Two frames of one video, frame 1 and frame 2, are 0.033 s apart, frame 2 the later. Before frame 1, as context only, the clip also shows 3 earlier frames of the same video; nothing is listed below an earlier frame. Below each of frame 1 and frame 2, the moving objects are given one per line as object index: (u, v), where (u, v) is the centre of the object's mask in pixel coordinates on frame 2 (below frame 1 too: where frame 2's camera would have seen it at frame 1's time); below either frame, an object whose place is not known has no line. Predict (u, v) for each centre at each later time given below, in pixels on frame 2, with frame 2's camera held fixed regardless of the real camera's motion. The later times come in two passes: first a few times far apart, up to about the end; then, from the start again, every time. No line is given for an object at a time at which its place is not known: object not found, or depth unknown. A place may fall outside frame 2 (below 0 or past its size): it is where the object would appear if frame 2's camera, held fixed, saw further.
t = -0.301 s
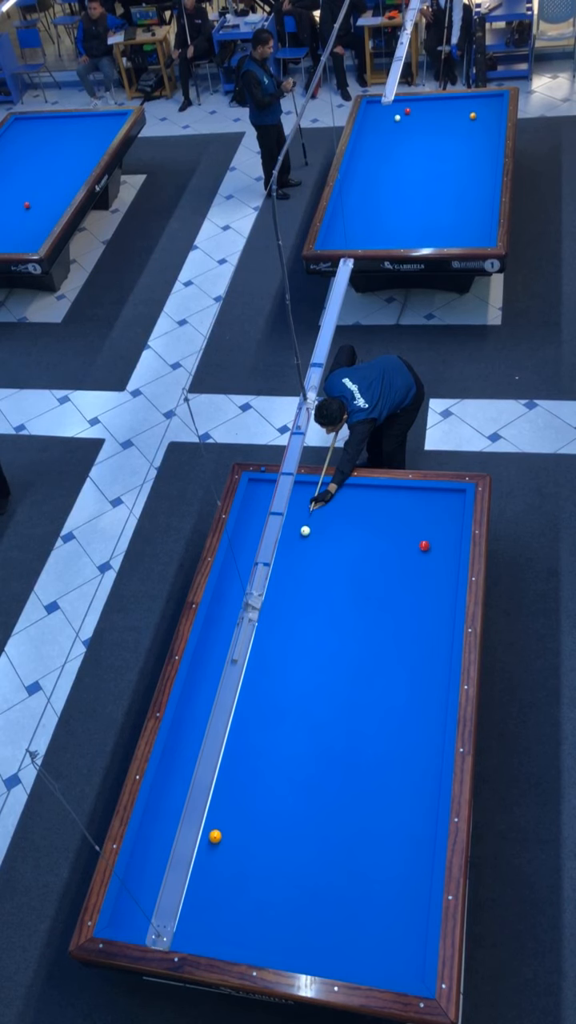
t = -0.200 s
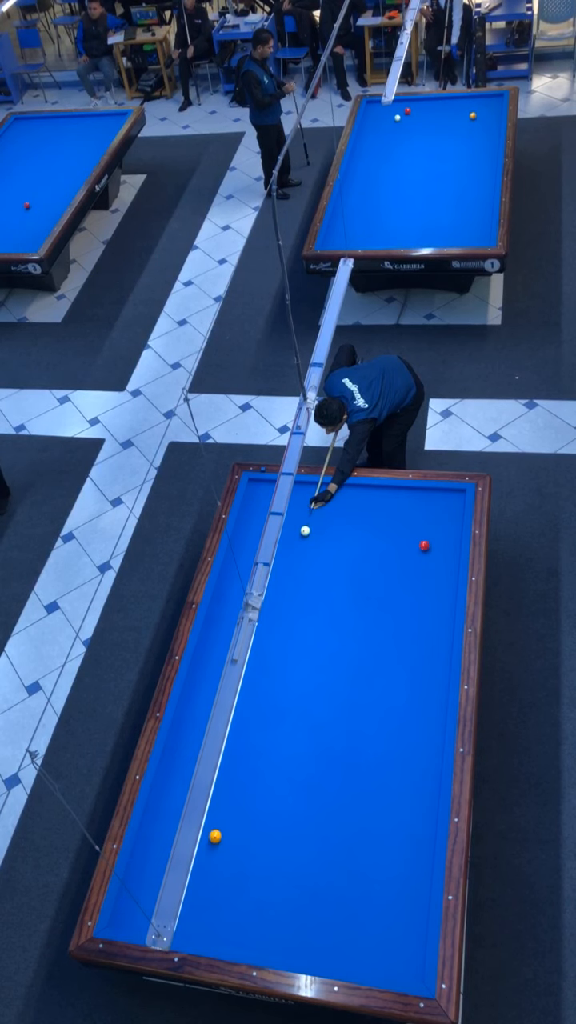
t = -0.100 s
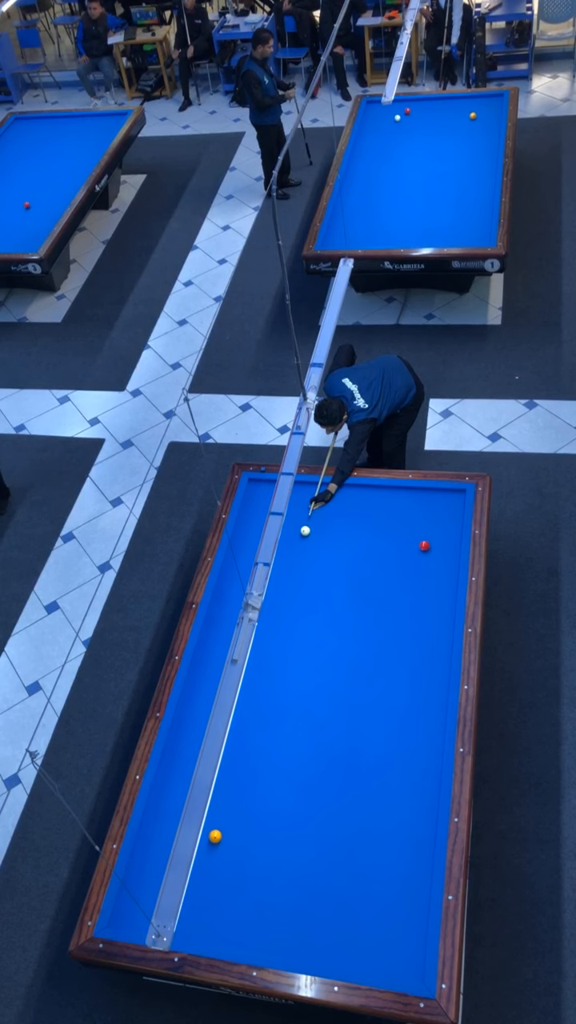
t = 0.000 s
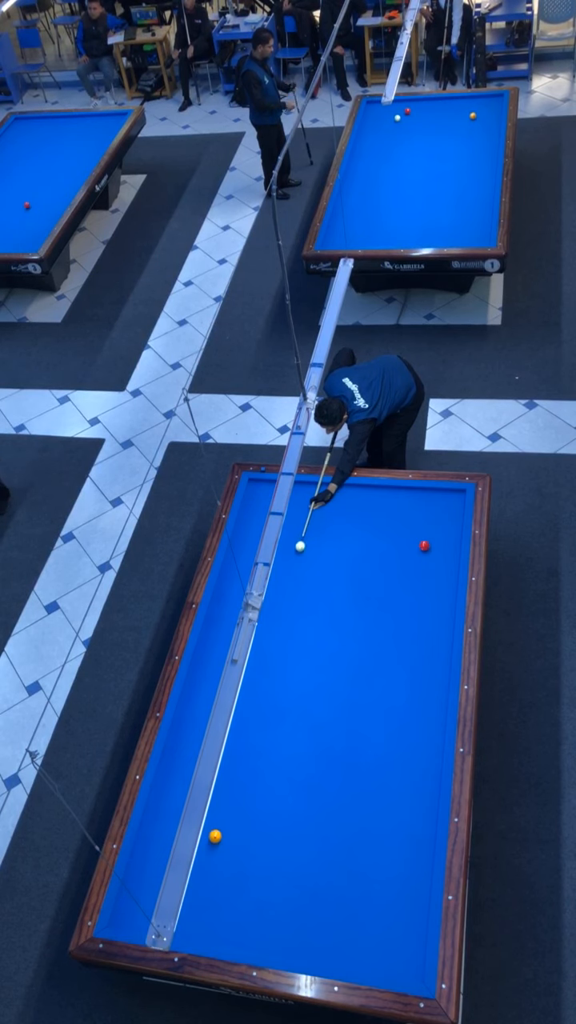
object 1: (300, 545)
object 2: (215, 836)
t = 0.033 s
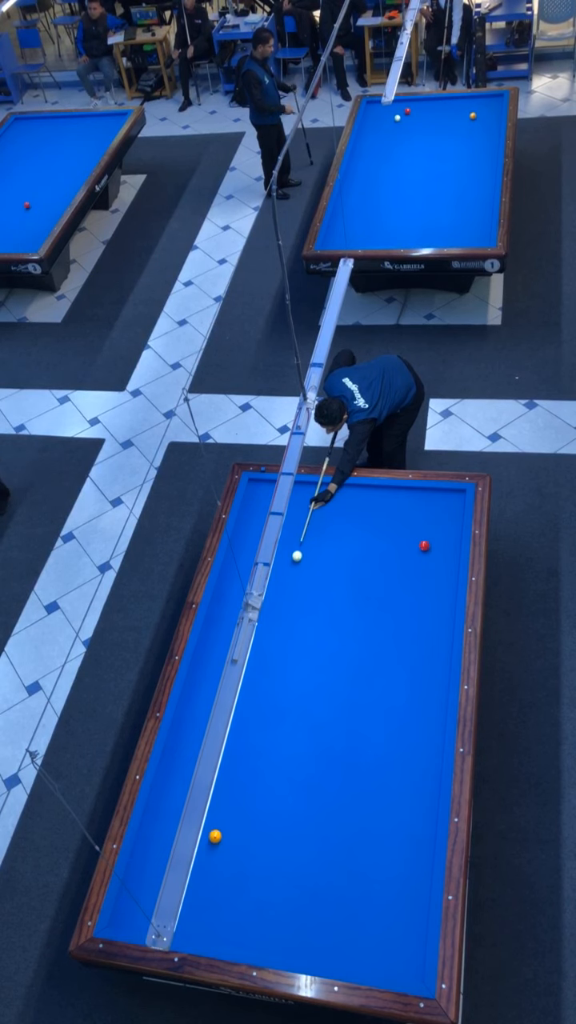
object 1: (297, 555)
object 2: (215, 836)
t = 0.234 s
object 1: (278, 613)
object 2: (215, 836)
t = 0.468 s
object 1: (253, 685)
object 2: (215, 836)
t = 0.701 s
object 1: (226, 767)
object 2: (215, 836)
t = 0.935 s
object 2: (223, 845)
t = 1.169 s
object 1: (133, 922)
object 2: (243, 865)
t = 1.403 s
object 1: (138, 865)
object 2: (263, 884)
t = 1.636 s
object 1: (163, 829)
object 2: (283, 905)
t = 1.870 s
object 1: (184, 795)
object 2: (303, 925)
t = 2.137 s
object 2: (327, 949)
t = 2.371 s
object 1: (232, 730)
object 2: (347, 958)
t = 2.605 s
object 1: (251, 702)
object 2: (364, 952)
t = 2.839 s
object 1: (269, 676)
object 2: (381, 947)
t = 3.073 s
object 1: (285, 651)
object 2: (398, 942)
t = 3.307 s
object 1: (301, 627)
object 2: (413, 937)
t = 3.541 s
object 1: (317, 605)
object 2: (417, 930)
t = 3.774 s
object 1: (331, 584)
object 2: (410, 923)
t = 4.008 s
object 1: (345, 565)
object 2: (404, 916)
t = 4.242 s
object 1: (357, 546)
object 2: (398, 909)
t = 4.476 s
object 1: (370, 528)
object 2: (393, 903)
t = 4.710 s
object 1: (382, 511)
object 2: (388, 898)
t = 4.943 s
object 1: (393, 494)
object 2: (383, 893)
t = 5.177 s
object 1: (403, 496)
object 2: (379, 889)
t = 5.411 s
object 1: (412, 506)
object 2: (376, 886)
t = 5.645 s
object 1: (420, 516)
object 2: (372, 882)
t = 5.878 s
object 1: (429, 525)
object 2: (370, 879)
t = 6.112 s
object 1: (438, 535)
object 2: (368, 877)
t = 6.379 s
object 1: (448, 546)
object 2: (366, 875)
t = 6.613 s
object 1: (454, 555)
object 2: (364, 873)
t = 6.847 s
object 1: (449, 561)
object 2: (364, 872)
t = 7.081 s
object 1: (443, 568)
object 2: (363, 871)
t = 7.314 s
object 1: (438, 574)
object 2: (363, 871)
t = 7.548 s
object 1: (433, 580)
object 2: (363, 871)
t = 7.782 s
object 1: (428, 585)
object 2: (363, 871)
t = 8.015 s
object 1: (423, 590)
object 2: (363, 871)
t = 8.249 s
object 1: (419, 596)
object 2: (363, 871)
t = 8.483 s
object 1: (414, 600)
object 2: (363, 871)
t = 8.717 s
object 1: (411, 604)
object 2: (363, 871)
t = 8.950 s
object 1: (407, 609)
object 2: (363, 871)
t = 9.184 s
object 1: (404, 612)
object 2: (363, 871)
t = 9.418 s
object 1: (401, 615)
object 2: (363, 871)
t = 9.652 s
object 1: (398, 618)
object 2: (363, 871)
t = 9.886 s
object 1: (396, 621)
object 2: (363, 871)
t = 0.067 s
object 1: (293, 566)
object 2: (215, 836)
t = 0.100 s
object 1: (290, 575)
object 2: (215, 836)
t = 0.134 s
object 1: (287, 584)
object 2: (215, 836)
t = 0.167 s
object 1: (284, 594)
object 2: (215, 836)
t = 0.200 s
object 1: (281, 603)
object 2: (215, 836)
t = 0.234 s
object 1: (278, 613)
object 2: (215, 836)
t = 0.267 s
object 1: (274, 623)
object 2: (215, 836)
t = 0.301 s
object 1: (271, 633)
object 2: (215, 836)
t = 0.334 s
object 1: (268, 643)
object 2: (215, 836)
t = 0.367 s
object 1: (264, 653)
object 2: (215, 836)
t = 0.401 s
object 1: (261, 664)
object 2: (215, 836)
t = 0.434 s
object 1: (257, 674)
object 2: (215, 836)
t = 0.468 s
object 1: (253, 685)
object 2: (215, 836)
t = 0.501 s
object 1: (250, 696)
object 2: (215, 836)
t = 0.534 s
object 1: (246, 708)
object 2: (215, 836)
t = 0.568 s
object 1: (242, 719)
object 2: (215, 836)
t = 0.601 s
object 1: (238, 731)
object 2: (215, 836)
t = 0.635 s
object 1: (234, 743)
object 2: (215, 836)
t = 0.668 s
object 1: (231, 755)
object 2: (215, 836)
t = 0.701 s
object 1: (226, 767)
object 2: (215, 836)
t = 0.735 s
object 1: (222, 780)
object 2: (215, 836)
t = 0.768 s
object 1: (218, 792)
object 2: (215, 836)
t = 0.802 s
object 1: (214, 805)
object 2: (215, 836)
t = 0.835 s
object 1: (210, 819)
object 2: (215, 836)
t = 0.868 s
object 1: (205, 831)
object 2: (216, 837)
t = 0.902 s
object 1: (200, 841)
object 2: (219, 841)
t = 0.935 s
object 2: (223, 845)
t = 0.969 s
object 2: (226, 848)
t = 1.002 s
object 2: (229, 850)
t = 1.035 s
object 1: (160, 884)
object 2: (232, 853)
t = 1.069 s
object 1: (154, 895)
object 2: (234, 856)
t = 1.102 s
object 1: (147, 906)
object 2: (237, 859)
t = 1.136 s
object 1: (139, 918)
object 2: (240, 862)
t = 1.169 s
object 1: (133, 922)
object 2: (243, 865)
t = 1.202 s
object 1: (133, 911)
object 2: (246, 867)
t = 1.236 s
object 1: (132, 901)
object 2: (249, 870)
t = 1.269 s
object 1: (131, 892)
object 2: (252, 873)
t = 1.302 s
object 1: (129, 883)
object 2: (254, 876)
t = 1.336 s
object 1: (129, 876)
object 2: (257, 879)
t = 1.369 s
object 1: (134, 870)
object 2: (260, 882)
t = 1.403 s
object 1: (138, 865)
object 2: (263, 884)
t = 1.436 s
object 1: (142, 859)
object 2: (266, 887)
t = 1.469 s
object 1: (145, 854)
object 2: (269, 890)
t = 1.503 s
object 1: (149, 849)
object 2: (271, 893)
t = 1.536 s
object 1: (152, 844)
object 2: (274, 896)
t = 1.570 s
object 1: (156, 839)
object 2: (277, 899)
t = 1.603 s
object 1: (159, 834)
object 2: (280, 902)
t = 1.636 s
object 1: (163, 829)
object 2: (283, 905)
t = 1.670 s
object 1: (166, 824)
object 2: (286, 908)
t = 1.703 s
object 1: (170, 819)
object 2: (289, 910)
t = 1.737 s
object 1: (173, 814)
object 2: (292, 913)
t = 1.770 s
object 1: (176, 810)
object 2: (295, 916)
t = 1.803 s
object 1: (179, 805)
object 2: (297, 919)
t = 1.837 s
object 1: (181, 800)
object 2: (300, 922)
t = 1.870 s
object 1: (184, 795)
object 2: (303, 925)
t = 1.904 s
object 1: (186, 790)
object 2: (306, 928)
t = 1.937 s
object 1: (188, 785)
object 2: (309, 931)
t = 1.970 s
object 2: (312, 934)
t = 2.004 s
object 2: (315, 937)
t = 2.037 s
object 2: (318, 940)
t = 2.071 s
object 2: (321, 943)
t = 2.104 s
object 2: (324, 946)
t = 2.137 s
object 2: (327, 949)
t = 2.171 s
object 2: (330, 952)
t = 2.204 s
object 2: (333, 955)
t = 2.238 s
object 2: (336, 957)
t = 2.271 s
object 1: (227, 742)
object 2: (339, 960)
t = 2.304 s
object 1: (228, 738)
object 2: (341, 960)
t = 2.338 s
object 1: (230, 734)
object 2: (344, 959)
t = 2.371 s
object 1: (232, 730)
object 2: (347, 958)
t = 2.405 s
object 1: (235, 726)
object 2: (349, 958)
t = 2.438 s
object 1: (237, 721)
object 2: (352, 957)
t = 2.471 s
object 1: (240, 717)
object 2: (354, 956)
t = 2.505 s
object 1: (243, 713)
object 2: (357, 955)
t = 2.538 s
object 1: (245, 710)
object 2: (359, 954)
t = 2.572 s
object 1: (248, 705)
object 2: (362, 953)
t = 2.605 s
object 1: (251, 702)
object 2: (364, 952)
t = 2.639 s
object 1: (253, 698)
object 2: (367, 952)
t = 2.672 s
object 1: (256, 694)
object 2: (369, 951)
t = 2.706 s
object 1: (259, 690)
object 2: (372, 950)
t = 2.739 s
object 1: (261, 687)
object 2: (374, 949)
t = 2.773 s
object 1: (264, 683)
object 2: (377, 948)
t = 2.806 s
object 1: (266, 679)
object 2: (379, 948)
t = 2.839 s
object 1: (269, 676)
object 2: (381, 947)
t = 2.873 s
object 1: (271, 672)
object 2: (384, 946)
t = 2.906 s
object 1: (274, 668)
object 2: (386, 945)
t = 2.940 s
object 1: (276, 665)
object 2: (388, 945)
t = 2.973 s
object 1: (278, 661)
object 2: (391, 944)
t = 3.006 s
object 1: (281, 658)
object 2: (393, 943)
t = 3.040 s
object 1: (283, 654)
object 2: (396, 942)
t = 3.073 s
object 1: (285, 651)
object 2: (398, 942)
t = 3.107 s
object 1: (288, 647)
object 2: (400, 941)
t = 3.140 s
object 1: (290, 644)
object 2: (402, 940)
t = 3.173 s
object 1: (293, 640)
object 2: (404, 940)
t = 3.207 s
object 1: (295, 637)
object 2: (406, 939)
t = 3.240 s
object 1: (297, 634)
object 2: (409, 938)
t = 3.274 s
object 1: (299, 631)
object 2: (411, 938)
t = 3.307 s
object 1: (301, 627)
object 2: (413, 937)
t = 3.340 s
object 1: (304, 624)
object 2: (415, 936)
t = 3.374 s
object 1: (306, 621)
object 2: (417, 935)
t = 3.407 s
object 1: (308, 618)
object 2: (419, 934)
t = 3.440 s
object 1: (310, 614)
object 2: (420, 934)
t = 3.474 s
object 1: (312, 612)
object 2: (419, 932)
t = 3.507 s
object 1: (315, 608)
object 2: (418, 931)
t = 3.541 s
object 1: (317, 605)
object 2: (417, 930)
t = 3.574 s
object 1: (319, 602)
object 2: (416, 929)
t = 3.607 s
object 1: (321, 599)
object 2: (415, 928)
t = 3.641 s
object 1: (323, 596)
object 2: (414, 927)
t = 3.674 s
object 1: (325, 593)
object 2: (413, 926)
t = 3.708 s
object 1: (327, 590)
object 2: (412, 924)
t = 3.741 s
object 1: (329, 587)
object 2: (411, 923)
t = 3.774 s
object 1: (331, 584)
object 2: (410, 923)
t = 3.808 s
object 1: (333, 581)
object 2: (409, 922)
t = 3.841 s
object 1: (335, 579)
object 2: (408, 920)
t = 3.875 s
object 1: (337, 576)
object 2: (407, 919)
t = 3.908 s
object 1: (339, 573)
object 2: (407, 919)
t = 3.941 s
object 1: (341, 570)
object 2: (406, 917)
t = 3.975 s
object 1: (343, 567)
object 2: (405, 917)
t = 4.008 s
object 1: (345, 565)
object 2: (404, 916)
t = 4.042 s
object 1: (346, 562)
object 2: (403, 915)
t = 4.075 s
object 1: (348, 559)
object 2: (402, 914)
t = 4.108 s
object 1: (350, 556)
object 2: (401, 913)
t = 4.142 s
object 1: (352, 554)
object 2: (400, 912)
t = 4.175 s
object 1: (354, 551)
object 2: (400, 911)
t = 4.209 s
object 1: (356, 548)
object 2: (399, 910)
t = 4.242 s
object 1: (357, 546)
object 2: (398, 909)
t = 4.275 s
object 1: (359, 543)
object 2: (397, 908)
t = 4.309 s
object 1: (361, 541)
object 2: (397, 907)
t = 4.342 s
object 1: (363, 538)
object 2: (396, 907)
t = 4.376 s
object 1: (365, 536)
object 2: (395, 906)
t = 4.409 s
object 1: (366, 533)
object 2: (394, 905)
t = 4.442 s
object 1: (368, 530)
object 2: (394, 904)
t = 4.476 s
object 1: (370, 528)
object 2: (393, 903)
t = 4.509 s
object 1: (371, 525)
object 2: (392, 902)
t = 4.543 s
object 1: (373, 523)
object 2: (391, 902)
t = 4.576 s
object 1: (375, 520)
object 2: (391, 901)
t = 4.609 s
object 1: (377, 518)
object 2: (390, 900)
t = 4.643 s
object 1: (378, 515)
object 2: (389, 899)
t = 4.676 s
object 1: (380, 513)
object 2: (388, 899)
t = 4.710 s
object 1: (382, 511)
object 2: (388, 898)
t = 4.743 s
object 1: (383, 509)
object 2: (387, 897)
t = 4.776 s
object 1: (385, 506)
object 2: (387, 897)
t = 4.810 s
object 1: (386, 504)
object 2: (386, 896)
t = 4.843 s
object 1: (388, 502)
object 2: (385, 895)
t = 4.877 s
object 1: (390, 499)
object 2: (384, 895)
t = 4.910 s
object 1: (391, 497)
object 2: (384, 894)
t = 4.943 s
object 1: (393, 494)
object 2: (383, 893)
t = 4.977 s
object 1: (394, 492)
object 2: (383, 893)
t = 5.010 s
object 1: (396, 490)
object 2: (382, 892)
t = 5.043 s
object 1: (397, 491)
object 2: (381, 891)
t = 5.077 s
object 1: (399, 492)
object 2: (381, 891)
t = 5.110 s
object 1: (400, 493)
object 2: (380, 890)
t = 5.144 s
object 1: (401, 495)
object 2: (380, 890)
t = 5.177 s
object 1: (403, 496)
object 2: (379, 889)
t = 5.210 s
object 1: (404, 498)
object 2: (379, 889)
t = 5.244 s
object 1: (405, 499)
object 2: (378, 888)
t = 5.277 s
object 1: (406, 500)
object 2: (378, 888)
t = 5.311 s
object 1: (408, 502)
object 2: (377, 887)
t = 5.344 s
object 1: (409, 503)
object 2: (377, 887)
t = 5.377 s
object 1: (410, 505)
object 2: (376, 886)
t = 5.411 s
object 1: (412, 506)
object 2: (376, 886)
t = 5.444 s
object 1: (413, 507)
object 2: (375, 885)
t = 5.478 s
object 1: (414, 509)
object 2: (375, 885)
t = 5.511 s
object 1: (415, 510)
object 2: (374, 884)
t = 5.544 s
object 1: (417, 512)
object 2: (374, 883)
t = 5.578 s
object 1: (418, 513)
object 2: (373, 883)
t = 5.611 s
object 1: (419, 515)
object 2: (373, 883)
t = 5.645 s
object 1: (420, 516)
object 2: (372, 882)
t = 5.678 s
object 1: (421, 517)
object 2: (372, 882)
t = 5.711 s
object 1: (423, 518)
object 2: (372, 882)
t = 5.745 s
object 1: (424, 520)
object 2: (371, 881)
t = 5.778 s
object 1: (425, 521)
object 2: (371, 880)
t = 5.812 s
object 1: (427, 523)
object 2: (370, 880)
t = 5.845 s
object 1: (428, 524)
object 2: (370, 880)
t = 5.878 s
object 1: (429, 525)
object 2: (370, 879)
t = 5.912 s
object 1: (430, 527)
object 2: (369, 879)
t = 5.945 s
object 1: (432, 528)
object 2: (369, 879)
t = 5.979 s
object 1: (433, 530)
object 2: (369, 878)
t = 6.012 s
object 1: (434, 531)
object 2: (368, 878)
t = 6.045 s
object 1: (435, 532)
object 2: (368, 878)
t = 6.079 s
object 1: (437, 534)
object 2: (368, 877)
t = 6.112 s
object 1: (438, 535)
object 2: (368, 877)
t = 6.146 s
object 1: (439, 536)
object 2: (367, 877)
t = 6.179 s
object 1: (440, 538)
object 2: (367, 876)
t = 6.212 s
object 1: (441, 539)
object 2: (367, 876)
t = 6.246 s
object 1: (443, 540)
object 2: (367, 876)
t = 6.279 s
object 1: (444, 542)
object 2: (366, 876)
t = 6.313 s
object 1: (445, 543)
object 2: (366, 875)
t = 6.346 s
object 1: (446, 544)
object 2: (366, 875)
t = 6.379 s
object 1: (448, 546)
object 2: (366, 875)
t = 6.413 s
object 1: (449, 547)
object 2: (366, 874)
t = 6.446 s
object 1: (450, 548)
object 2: (365, 874)
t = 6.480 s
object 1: (451, 549)
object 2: (365, 874)
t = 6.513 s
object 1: (453, 551)
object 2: (365, 874)
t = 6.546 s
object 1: (454, 552)
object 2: (365, 874)
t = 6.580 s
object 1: (455, 553)
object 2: (365, 873)
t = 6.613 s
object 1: (454, 555)
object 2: (364, 873)
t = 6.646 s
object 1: (454, 556)
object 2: (364, 873)
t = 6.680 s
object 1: (453, 557)
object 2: (364, 873)
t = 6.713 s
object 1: (452, 558)
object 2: (364, 872)
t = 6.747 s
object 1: (451, 558)
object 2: (364, 872)
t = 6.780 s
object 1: (450, 559)
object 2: (364, 872)
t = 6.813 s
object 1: (450, 560)
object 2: (364, 872)
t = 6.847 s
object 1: (449, 561)
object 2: (364, 872)
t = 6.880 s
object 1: (448, 562)
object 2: (364, 872)
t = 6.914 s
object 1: (447, 563)
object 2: (363, 872)
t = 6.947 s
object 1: (446, 564)
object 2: (363, 872)
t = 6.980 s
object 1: (445, 565)
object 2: (363, 872)
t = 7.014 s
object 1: (445, 566)
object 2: (363, 872)
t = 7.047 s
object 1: (444, 567)
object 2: (363, 872)
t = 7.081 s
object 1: (443, 568)
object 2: (363, 871)
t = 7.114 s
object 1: (442, 568)
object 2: (363, 871)
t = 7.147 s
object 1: (441, 569)
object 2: (363, 871)
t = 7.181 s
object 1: (441, 570)
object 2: (363, 871)
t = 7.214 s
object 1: (440, 571)
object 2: (363, 871)
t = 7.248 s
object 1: (439, 572)
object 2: (363, 871)
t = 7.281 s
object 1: (438, 573)
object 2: (363, 871)
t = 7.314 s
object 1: (438, 574)
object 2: (363, 871)
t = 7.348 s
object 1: (437, 575)
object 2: (363, 871)
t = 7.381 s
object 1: (436, 575)
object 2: (363, 871)
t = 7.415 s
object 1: (435, 576)
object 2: (363, 871)
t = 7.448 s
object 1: (435, 577)
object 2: (363, 871)
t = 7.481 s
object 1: (434, 578)
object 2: (363, 871)
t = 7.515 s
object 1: (433, 579)
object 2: (363, 871)
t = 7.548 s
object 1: (433, 580)
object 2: (363, 871)
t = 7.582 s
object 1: (432, 580)
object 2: (363, 871)
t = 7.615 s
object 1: (431, 581)
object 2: (363, 871)
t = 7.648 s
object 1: (430, 582)
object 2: (363, 871)
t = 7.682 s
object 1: (430, 583)
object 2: (363, 871)
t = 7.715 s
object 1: (429, 584)
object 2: (363, 871)
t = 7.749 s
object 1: (428, 584)
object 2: (363, 871)
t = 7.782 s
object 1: (428, 585)
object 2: (363, 871)
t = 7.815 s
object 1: (427, 586)
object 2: (363, 871)
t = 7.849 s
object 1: (426, 587)
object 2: (363, 871)
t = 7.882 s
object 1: (426, 587)
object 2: (363, 871)
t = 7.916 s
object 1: (425, 588)
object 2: (363, 871)
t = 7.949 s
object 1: (424, 589)
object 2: (363, 871)
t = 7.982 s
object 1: (424, 590)
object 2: (363, 871)
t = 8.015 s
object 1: (423, 590)
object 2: (363, 871)
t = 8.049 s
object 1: (422, 591)
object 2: (363, 871)
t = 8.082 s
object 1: (422, 592)
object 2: (363, 871)
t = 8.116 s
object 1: (421, 592)
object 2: (363, 871)
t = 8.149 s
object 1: (420, 593)
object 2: (363, 871)
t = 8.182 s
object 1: (420, 594)
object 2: (363, 871)
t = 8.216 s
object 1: (419, 595)
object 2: (363, 871)
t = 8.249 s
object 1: (419, 596)
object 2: (363, 871)
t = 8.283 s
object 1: (418, 596)
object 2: (363, 871)
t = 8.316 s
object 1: (418, 597)
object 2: (363, 871)
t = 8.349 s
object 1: (417, 598)
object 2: (363, 871)
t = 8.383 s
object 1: (416, 598)
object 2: (363, 871)
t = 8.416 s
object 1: (416, 599)
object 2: (363, 871)
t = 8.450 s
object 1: (415, 599)
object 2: (363, 871)
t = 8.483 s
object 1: (414, 600)
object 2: (363, 871)
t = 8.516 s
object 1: (414, 601)
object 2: (363, 871)
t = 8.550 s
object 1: (413, 601)
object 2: (363, 871)
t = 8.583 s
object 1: (413, 602)
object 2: (363, 871)
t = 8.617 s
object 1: (412, 603)
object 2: (363, 871)
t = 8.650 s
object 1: (412, 603)
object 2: (363, 871)
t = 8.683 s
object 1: (411, 604)
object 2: (363, 871)
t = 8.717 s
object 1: (411, 604)
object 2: (363, 871)
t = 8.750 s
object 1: (410, 605)
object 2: (363, 871)
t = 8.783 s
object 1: (410, 606)
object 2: (363, 871)
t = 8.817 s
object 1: (409, 606)
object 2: (363, 871)
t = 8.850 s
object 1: (408, 607)
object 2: (363, 871)
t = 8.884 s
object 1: (408, 607)
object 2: (363, 871)
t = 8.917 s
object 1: (408, 608)
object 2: (363, 871)
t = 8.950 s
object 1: (407, 609)
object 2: (363, 871)
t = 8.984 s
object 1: (407, 609)
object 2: (363, 871)
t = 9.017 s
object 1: (406, 610)
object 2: (363, 871)
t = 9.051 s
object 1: (406, 610)
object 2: (363, 871)
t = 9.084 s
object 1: (405, 611)
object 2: (363, 871)
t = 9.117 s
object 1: (405, 611)
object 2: (363, 871)
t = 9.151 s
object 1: (404, 612)
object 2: (363, 871)
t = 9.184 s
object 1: (404, 612)
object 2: (363, 871)
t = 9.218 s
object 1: (403, 612)
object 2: (363, 871)
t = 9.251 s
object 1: (403, 613)
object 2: (363, 871)
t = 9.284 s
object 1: (403, 614)
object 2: (363, 871)
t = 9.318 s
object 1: (402, 614)
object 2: (363, 871)
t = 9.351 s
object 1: (402, 615)
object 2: (363, 871)
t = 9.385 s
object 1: (401, 615)
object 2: (363, 871)
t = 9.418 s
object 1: (401, 615)
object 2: (363, 871)
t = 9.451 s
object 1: (400, 616)
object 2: (363, 871)
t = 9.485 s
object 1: (400, 616)
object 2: (363, 871)
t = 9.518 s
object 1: (400, 617)
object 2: (363, 871)
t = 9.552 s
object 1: (399, 617)
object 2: (363, 871)
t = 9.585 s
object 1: (399, 618)
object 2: (363, 871)
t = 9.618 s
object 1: (399, 618)
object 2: (363, 871)
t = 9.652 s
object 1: (398, 618)
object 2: (363, 871)
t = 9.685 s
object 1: (398, 619)
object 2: (363, 871)
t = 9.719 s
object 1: (398, 619)
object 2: (363, 871)
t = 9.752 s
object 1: (398, 619)
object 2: (363, 871)
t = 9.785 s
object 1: (397, 620)
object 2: (363, 871)
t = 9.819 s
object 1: (397, 620)
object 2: (363, 871)
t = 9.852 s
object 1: (396, 620)
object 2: (363, 871)
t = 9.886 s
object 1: (396, 621)
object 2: (363, 871)
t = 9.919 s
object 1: (396, 621)
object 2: (363, 871)
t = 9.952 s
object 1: (395, 621)
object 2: (363, 871)
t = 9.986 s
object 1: (395, 622)
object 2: (363, 871)
